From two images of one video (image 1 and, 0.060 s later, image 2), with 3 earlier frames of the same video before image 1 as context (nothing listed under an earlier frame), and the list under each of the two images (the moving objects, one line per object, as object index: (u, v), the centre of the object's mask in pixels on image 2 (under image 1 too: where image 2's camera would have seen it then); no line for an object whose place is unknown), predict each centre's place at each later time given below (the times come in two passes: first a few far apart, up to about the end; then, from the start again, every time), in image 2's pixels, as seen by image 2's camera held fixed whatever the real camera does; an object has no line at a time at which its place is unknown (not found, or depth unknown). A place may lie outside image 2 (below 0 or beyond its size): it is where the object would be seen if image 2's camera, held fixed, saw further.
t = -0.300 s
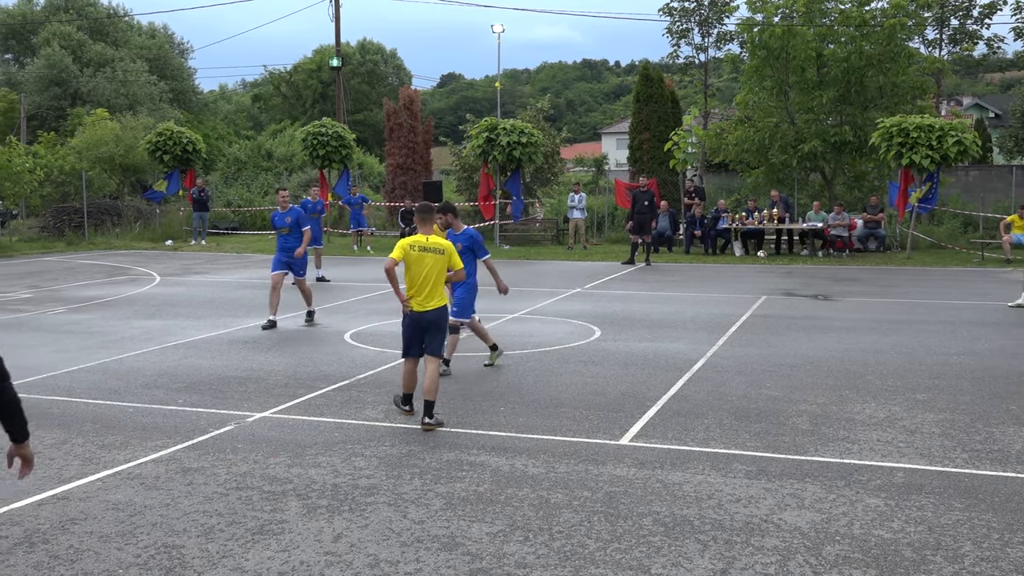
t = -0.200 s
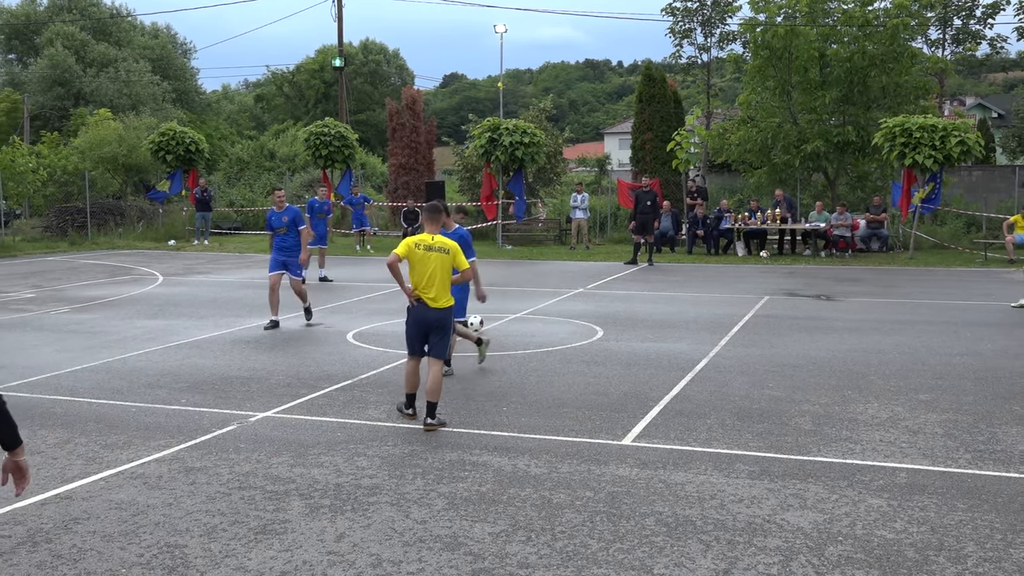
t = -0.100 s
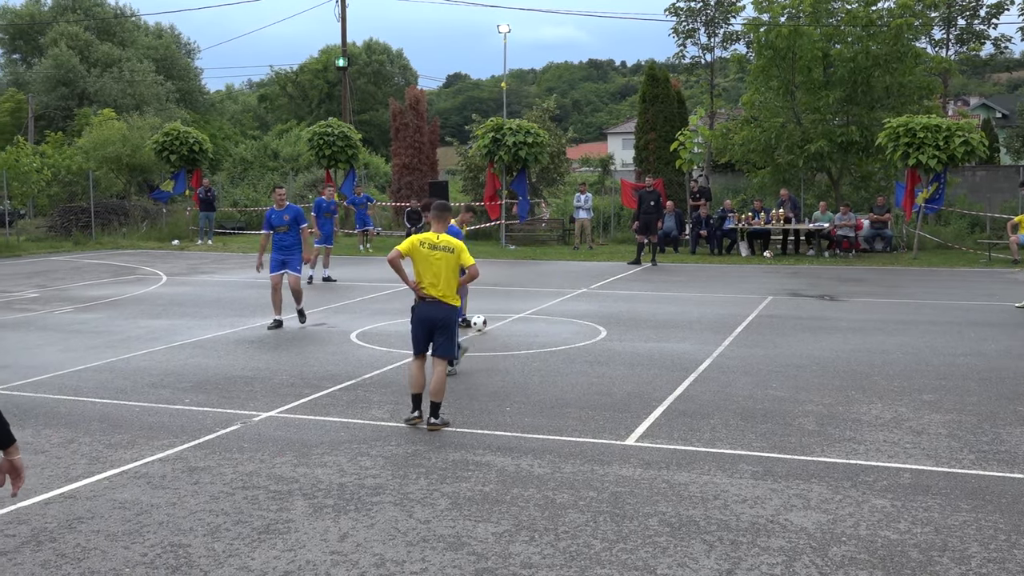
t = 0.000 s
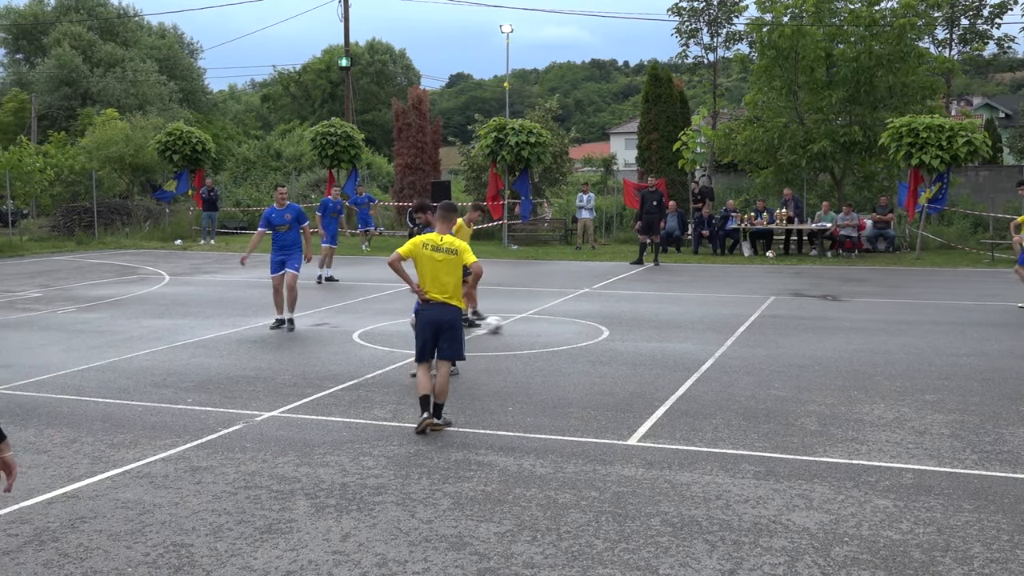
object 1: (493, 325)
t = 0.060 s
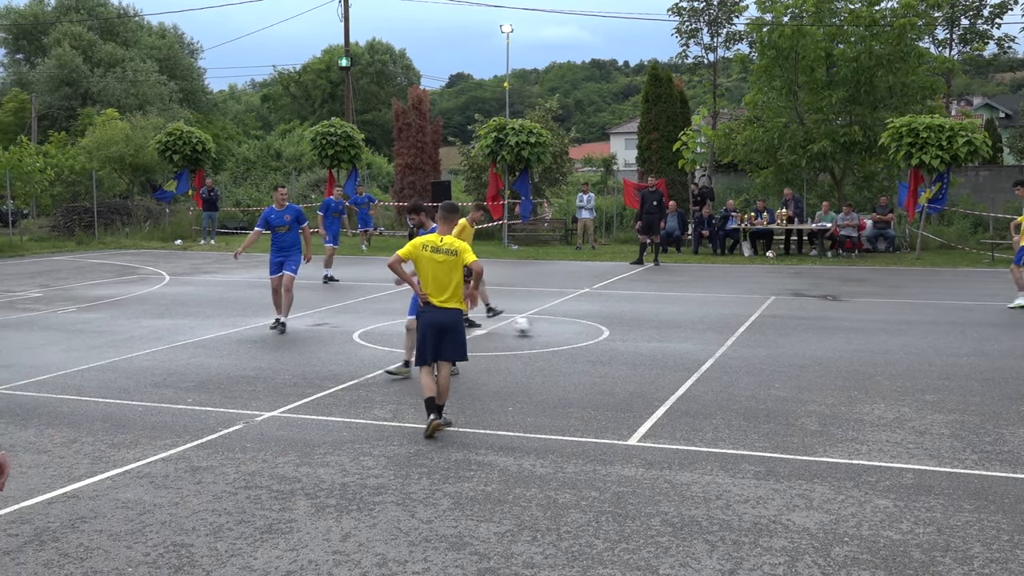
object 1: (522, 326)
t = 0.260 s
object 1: (619, 335)
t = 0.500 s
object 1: (728, 345)
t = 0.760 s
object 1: (858, 355)
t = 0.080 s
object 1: (533, 327)
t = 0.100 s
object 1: (542, 329)
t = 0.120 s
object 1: (552, 330)
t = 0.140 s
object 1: (562, 331)
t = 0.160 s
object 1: (573, 332)
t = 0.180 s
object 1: (582, 332)
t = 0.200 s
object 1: (591, 333)
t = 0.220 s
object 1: (599, 334)
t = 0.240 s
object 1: (610, 334)
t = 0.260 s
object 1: (619, 335)
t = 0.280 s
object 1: (627, 337)
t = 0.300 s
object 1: (637, 337)
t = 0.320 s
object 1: (646, 338)
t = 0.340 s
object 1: (654, 339)
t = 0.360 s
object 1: (664, 339)
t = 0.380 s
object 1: (673, 340)
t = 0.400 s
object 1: (682, 341)
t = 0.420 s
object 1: (691, 342)
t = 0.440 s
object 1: (700, 342)
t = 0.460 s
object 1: (709, 343)
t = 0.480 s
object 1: (719, 344)
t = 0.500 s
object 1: (728, 345)
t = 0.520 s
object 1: (738, 346)
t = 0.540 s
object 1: (748, 346)
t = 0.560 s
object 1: (757, 347)
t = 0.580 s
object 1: (767, 348)
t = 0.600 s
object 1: (777, 349)
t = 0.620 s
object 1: (786, 350)
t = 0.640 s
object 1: (797, 350)
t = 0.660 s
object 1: (807, 351)
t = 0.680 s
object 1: (817, 351)
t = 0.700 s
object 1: (827, 352)
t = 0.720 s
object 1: (838, 354)
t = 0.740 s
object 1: (847, 354)
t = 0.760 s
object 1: (858, 355)
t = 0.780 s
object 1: (869, 356)
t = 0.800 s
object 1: (880, 357)
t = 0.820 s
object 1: (890, 358)
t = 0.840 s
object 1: (901, 359)
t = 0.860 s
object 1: (911, 359)
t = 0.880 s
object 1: (923, 361)
